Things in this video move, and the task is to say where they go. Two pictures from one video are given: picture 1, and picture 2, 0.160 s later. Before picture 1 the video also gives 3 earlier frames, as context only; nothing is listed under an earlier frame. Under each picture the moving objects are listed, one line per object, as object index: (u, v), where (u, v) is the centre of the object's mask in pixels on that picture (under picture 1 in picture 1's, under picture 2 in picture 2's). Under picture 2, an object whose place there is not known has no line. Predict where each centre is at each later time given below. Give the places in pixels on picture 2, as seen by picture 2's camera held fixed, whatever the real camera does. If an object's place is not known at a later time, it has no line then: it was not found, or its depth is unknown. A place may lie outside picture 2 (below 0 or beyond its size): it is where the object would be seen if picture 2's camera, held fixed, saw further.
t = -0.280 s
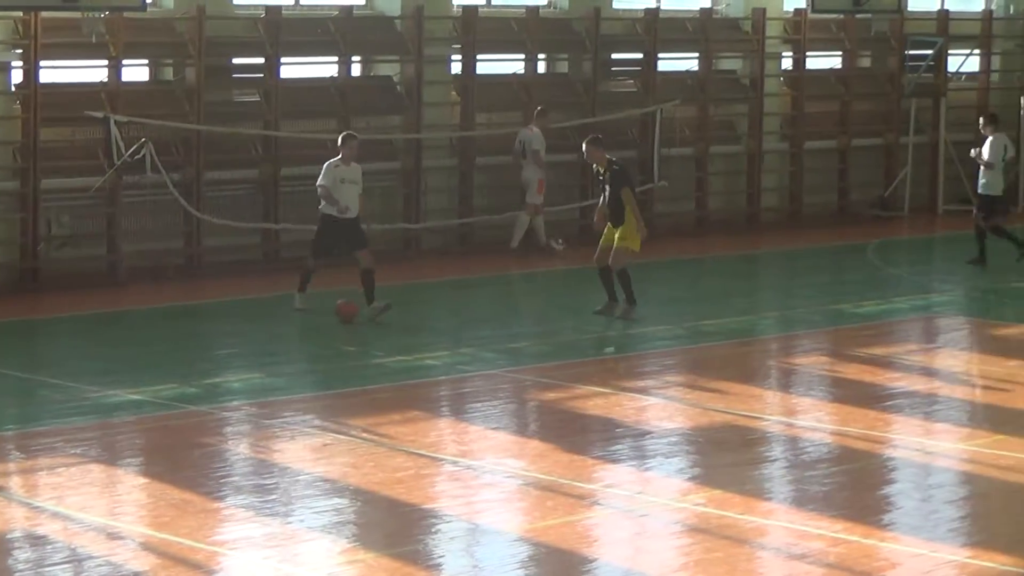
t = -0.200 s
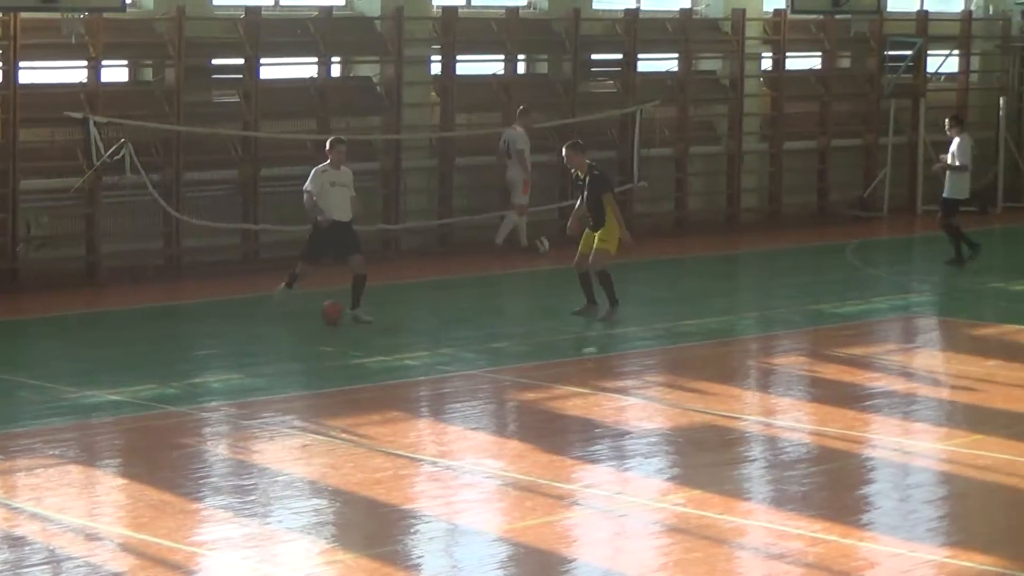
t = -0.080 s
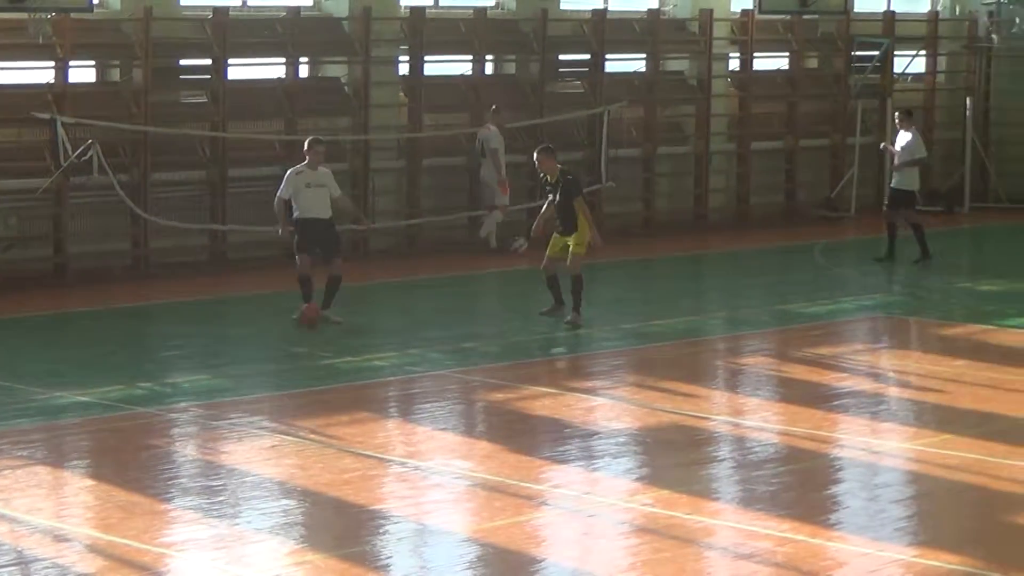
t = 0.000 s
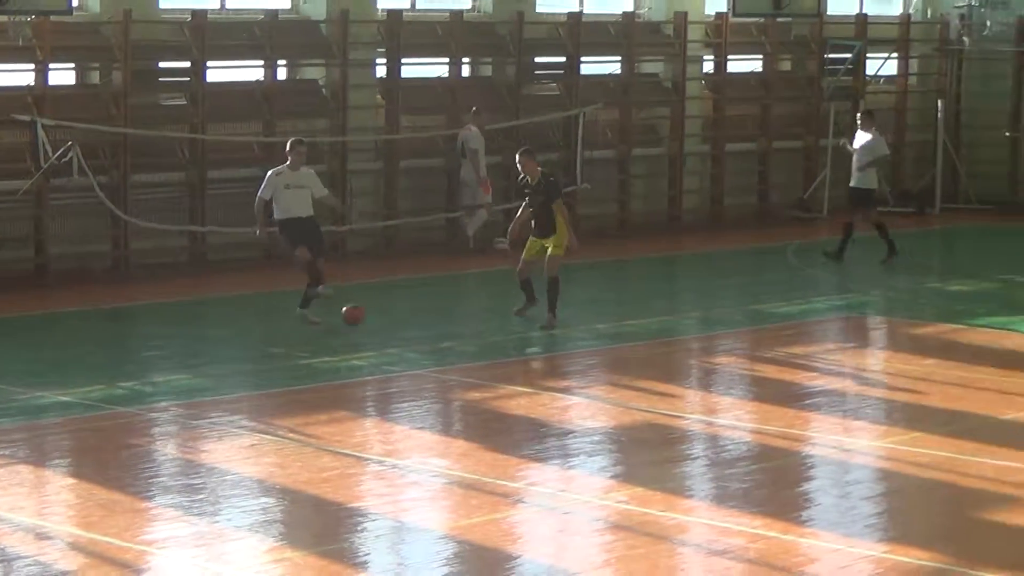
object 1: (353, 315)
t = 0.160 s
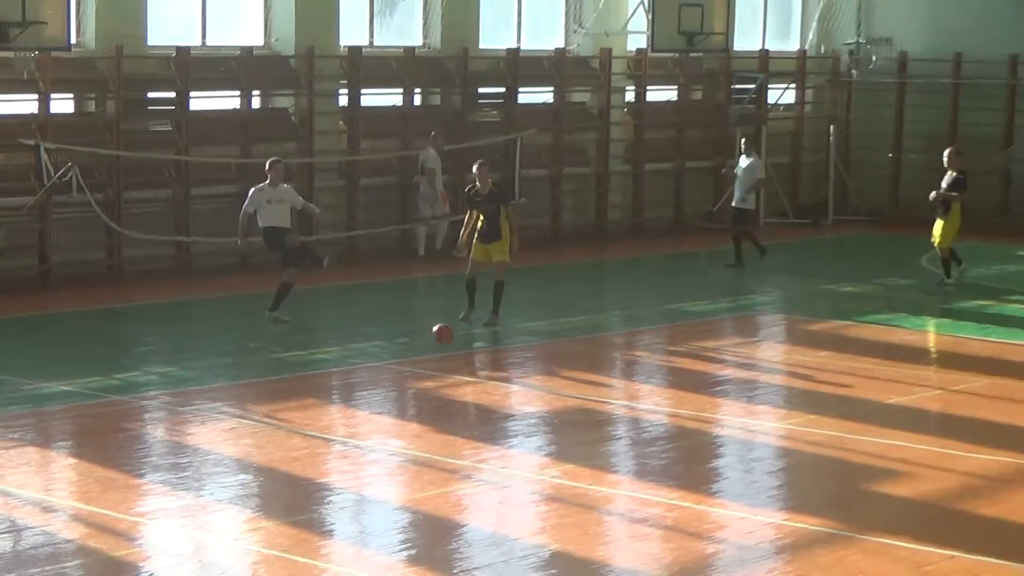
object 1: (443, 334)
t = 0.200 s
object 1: (474, 344)
